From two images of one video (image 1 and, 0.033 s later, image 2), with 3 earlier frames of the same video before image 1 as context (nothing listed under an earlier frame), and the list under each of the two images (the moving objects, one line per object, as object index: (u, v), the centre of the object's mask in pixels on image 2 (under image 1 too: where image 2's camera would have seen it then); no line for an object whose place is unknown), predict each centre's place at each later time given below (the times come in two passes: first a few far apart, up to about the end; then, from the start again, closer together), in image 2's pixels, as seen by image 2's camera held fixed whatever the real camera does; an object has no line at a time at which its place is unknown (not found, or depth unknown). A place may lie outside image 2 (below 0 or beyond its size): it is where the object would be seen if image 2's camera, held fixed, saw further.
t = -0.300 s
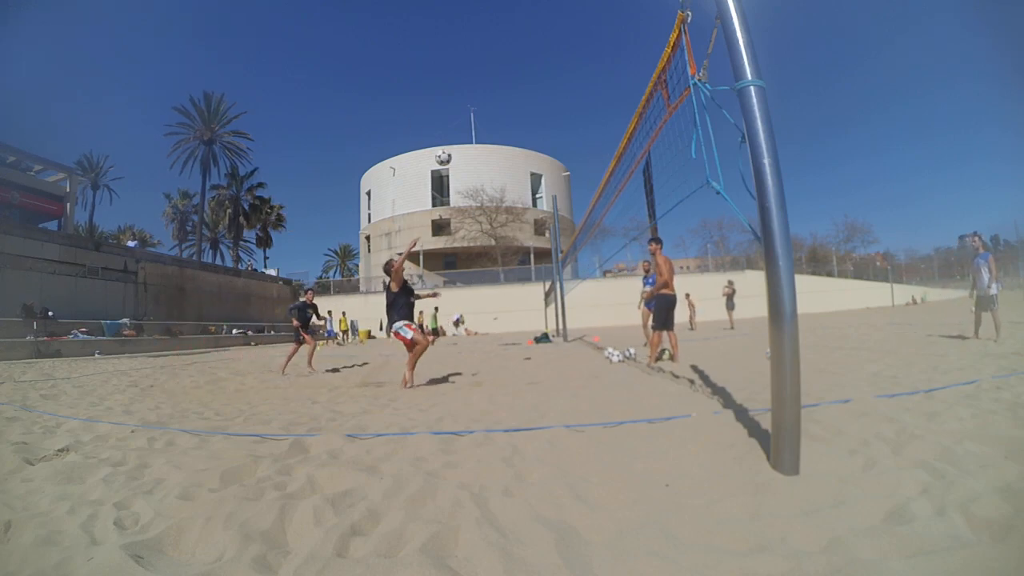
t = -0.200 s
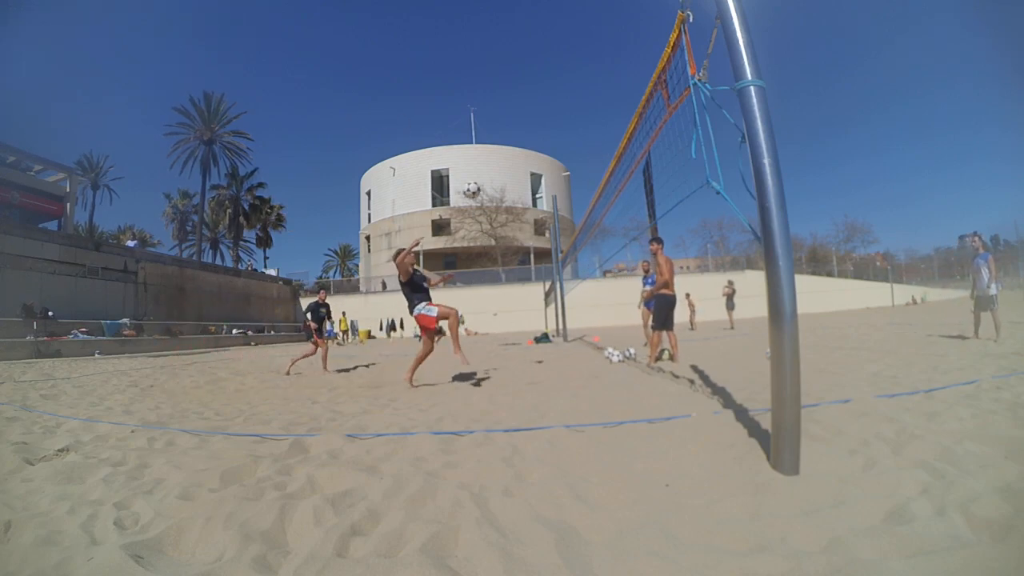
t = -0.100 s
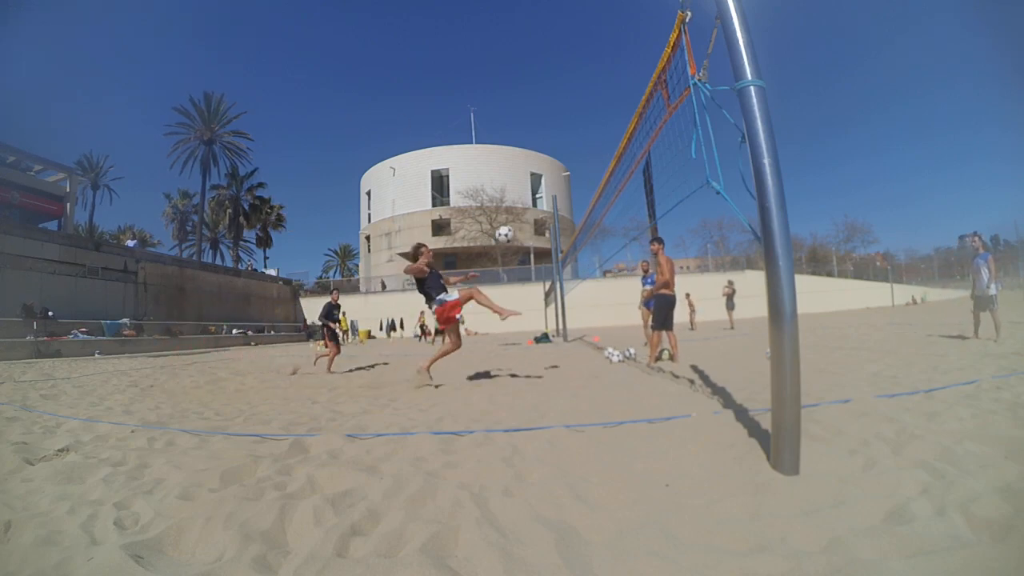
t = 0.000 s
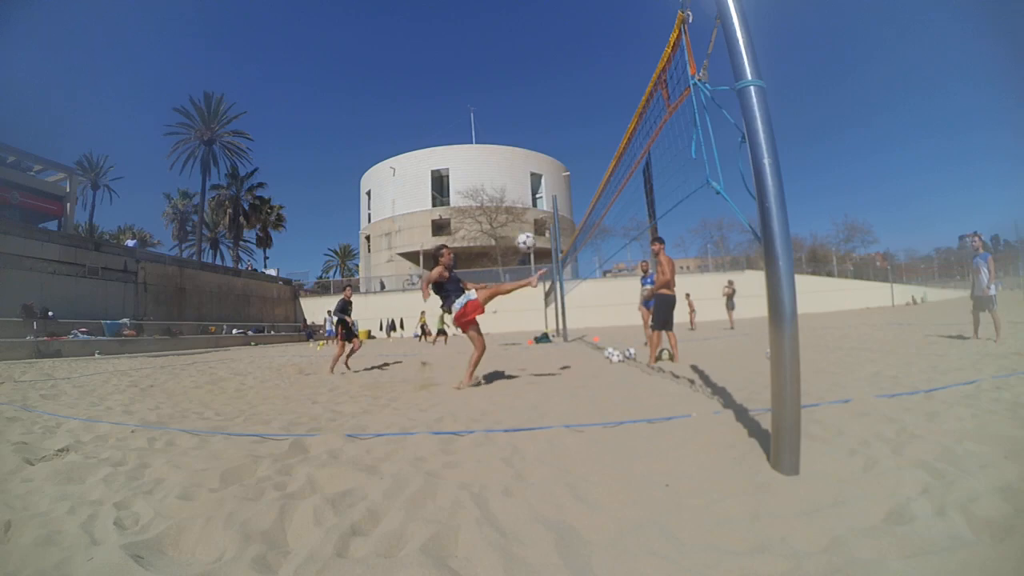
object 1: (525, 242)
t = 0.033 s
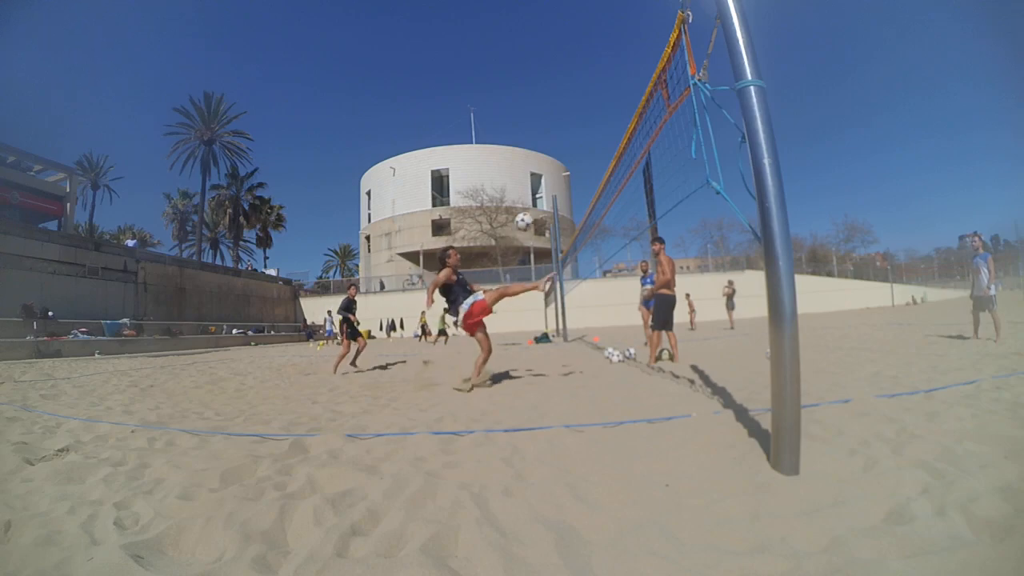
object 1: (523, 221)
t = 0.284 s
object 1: (515, 116)
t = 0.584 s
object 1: (510, 69)
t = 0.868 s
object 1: (509, 80)
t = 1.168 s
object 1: (512, 144)
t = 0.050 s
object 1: (523, 212)
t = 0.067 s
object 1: (522, 202)
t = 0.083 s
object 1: (522, 195)
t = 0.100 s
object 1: (521, 186)
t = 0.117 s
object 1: (521, 178)
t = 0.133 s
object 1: (520, 171)
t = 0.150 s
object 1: (519, 163)
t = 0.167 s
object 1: (519, 157)
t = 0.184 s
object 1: (518, 149)
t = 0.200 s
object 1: (517, 143)
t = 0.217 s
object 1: (517, 137)
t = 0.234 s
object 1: (517, 131)
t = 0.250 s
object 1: (516, 126)
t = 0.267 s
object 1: (516, 121)
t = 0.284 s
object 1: (515, 116)
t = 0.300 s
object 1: (515, 112)
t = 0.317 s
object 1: (515, 107)
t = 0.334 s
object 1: (514, 103)
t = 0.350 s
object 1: (514, 100)
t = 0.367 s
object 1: (513, 96)
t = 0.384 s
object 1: (513, 93)
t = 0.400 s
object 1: (513, 90)
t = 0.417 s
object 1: (512, 87)
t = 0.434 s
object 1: (512, 84)
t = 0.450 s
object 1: (512, 82)
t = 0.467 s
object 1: (511, 79)
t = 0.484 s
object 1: (511, 77)
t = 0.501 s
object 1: (511, 76)
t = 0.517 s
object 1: (510, 74)
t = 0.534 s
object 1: (510, 73)
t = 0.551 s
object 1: (510, 71)
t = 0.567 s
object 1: (510, 70)
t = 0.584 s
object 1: (510, 69)
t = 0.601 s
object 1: (509, 69)
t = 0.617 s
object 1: (509, 68)
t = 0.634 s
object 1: (509, 68)
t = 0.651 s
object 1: (509, 68)
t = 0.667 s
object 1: (509, 67)
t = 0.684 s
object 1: (509, 68)
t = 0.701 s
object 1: (509, 68)
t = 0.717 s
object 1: (509, 69)
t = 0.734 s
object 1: (509, 69)
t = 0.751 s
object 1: (509, 70)
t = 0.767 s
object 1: (509, 71)
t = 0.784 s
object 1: (509, 72)
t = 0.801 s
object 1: (509, 73)
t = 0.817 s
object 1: (509, 75)
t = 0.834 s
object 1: (509, 77)
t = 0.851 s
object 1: (509, 79)
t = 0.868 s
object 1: (509, 80)
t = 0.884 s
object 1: (509, 83)
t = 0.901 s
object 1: (509, 85)
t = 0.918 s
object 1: (509, 87)
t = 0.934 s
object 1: (509, 90)
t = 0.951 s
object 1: (509, 93)
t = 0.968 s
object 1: (509, 96)
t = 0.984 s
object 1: (510, 99)
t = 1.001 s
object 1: (510, 102)
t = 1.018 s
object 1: (510, 106)
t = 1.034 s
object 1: (510, 109)
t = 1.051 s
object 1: (510, 113)
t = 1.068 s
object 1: (510, 117)
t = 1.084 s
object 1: (511, 121)
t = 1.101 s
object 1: (511, 126)
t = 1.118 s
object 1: (511, 130)
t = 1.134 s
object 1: (511, 135)
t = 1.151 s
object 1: (512, 139)
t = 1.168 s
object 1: (512, 144)
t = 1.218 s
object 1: (513, 161)
